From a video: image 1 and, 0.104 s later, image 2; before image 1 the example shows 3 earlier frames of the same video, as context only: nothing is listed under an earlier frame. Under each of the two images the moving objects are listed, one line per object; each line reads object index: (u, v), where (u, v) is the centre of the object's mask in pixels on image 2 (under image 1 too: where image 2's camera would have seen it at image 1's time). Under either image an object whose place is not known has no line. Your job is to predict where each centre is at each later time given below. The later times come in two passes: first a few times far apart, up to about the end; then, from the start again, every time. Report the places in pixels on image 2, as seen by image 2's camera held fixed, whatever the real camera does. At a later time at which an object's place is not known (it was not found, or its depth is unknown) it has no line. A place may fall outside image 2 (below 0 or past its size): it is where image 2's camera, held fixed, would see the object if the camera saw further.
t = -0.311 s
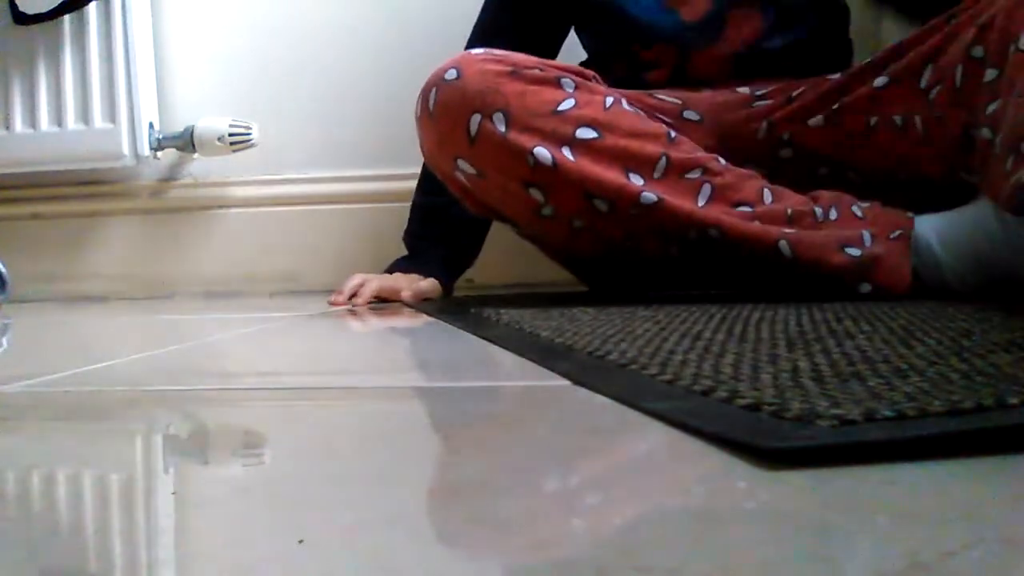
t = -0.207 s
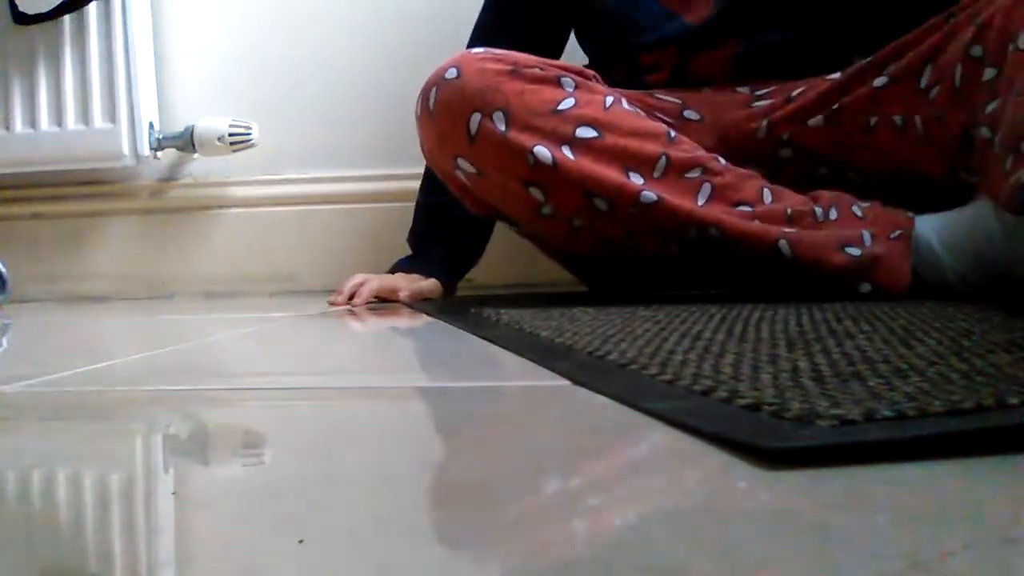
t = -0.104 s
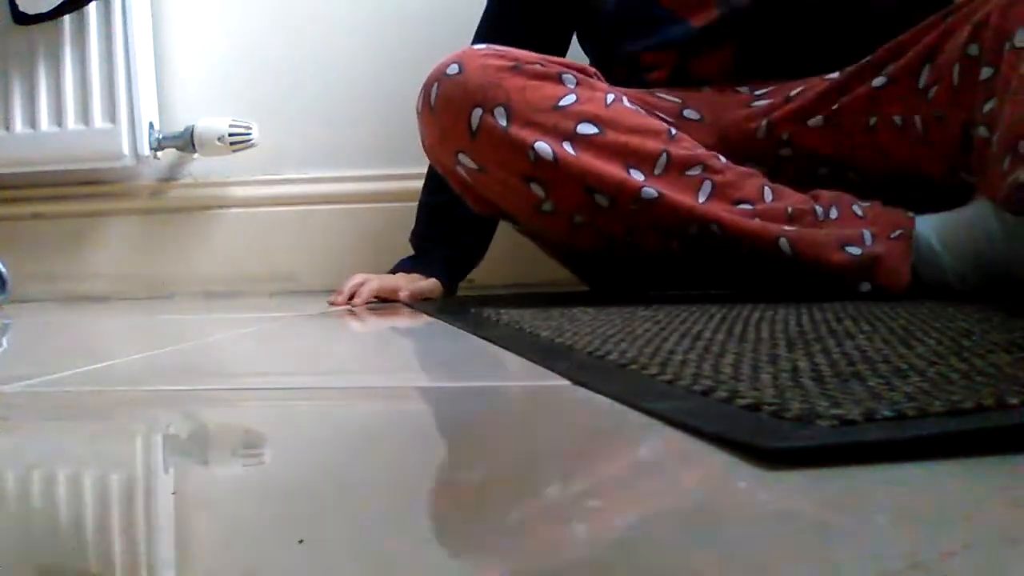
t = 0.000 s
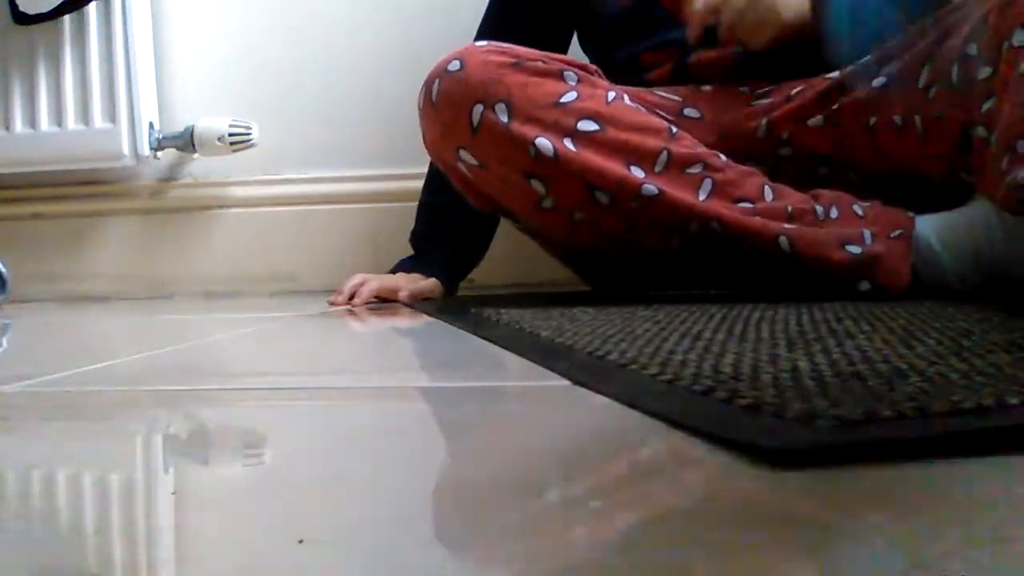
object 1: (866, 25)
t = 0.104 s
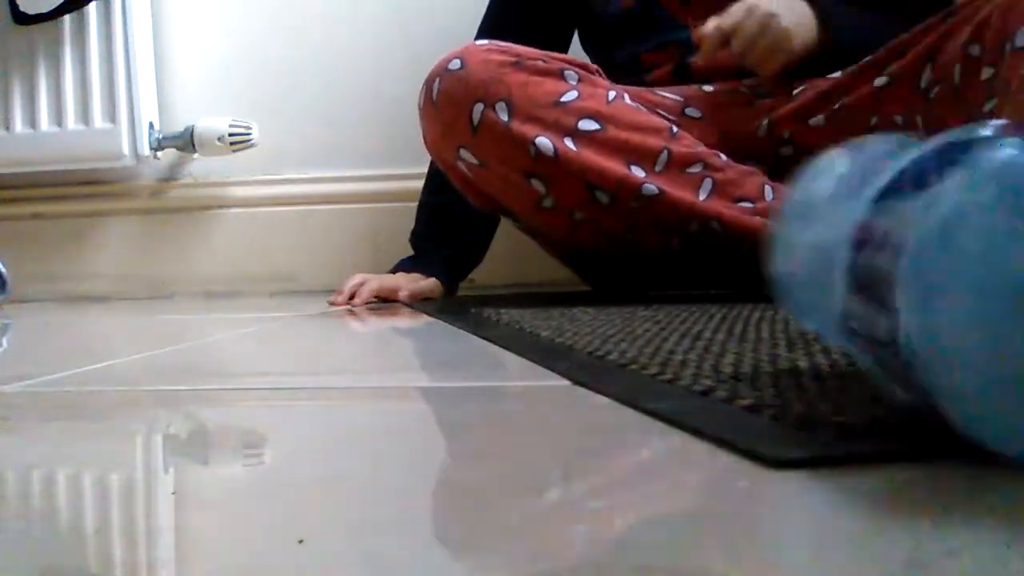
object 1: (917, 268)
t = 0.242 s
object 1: (853, 289)
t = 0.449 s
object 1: (750, 308)
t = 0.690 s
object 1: (605, 329)
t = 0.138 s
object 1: (901, 268)
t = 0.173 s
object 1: (885, 281)
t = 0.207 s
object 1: (872, 282)
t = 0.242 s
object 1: (853, 289)
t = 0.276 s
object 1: (810, 293)
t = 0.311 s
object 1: (796, 295)
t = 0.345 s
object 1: (786, 297)
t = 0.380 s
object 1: (778, 298)
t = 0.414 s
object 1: (766, 303)
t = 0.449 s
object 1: (750, 308)
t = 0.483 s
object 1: (729, 313)
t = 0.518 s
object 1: (704, 314)
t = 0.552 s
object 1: (691, 317)
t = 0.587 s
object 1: (678, 322)
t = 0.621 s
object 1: (657, 324)
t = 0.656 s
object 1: (635, 326)
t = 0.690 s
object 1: (605, 329)
